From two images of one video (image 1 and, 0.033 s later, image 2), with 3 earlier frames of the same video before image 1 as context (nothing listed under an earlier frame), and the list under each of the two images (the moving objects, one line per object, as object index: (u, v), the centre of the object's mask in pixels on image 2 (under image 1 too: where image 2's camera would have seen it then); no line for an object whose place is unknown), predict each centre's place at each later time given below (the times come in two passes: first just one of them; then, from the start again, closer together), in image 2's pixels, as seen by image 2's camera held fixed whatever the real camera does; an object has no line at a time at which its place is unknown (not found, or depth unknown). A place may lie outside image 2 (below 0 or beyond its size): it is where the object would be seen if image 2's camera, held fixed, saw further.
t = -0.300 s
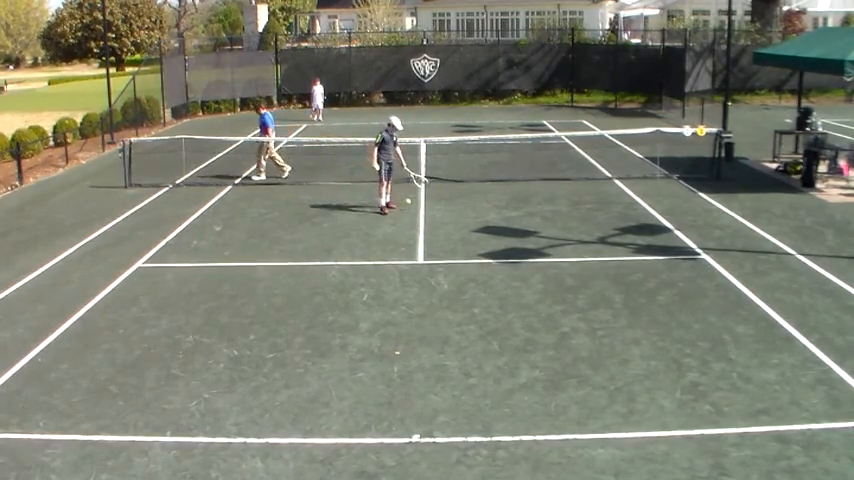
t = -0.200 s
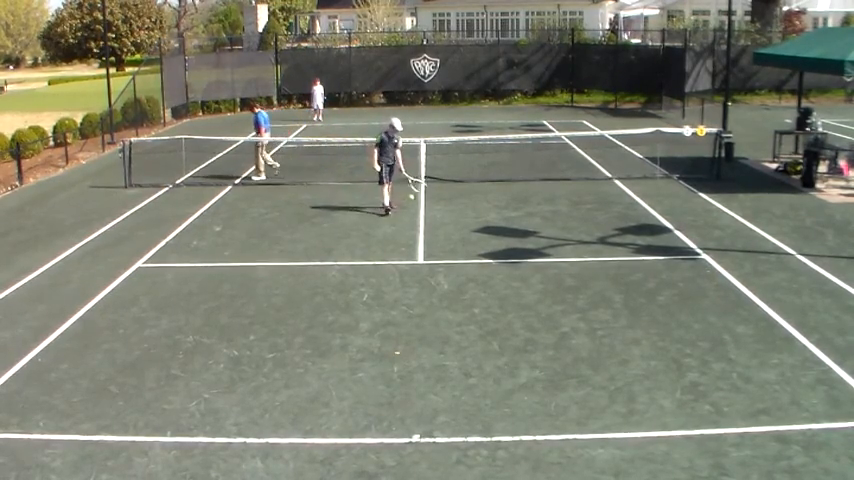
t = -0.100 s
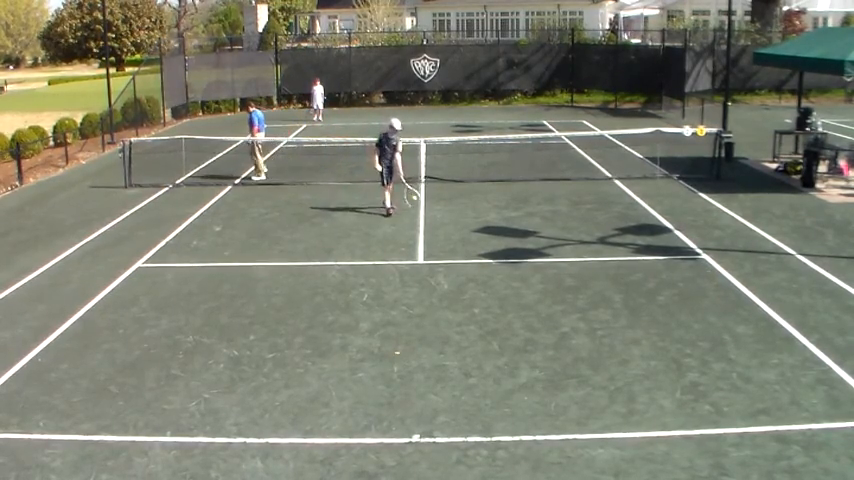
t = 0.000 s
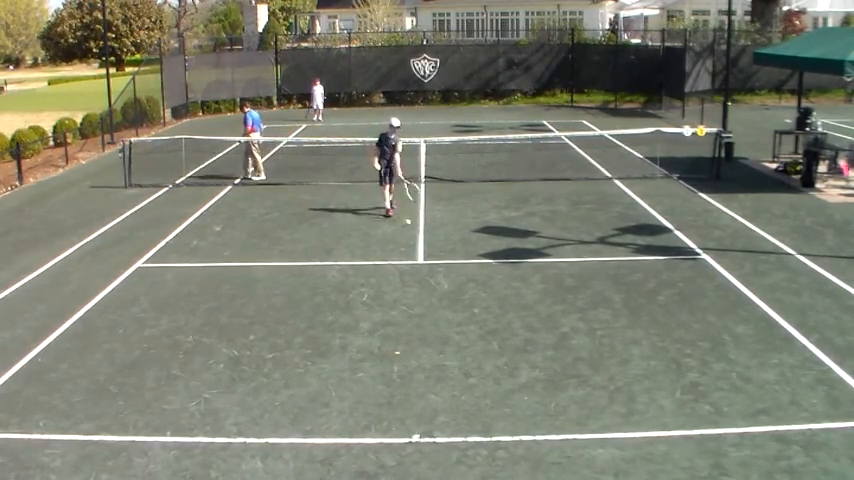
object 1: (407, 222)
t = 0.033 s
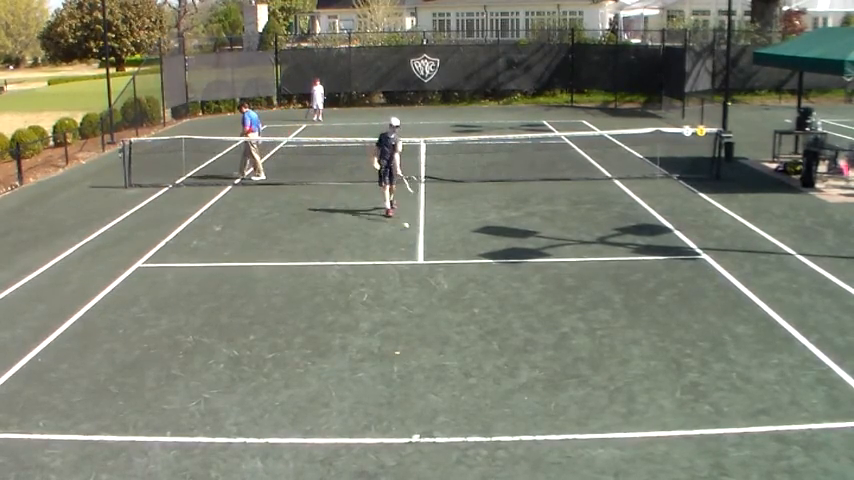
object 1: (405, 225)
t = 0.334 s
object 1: (388, 233)
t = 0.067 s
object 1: (404, 223)
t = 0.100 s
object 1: (402, 222)
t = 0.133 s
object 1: (400, 221)
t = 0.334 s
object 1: (388, 233)
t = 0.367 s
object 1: (386, 238)
